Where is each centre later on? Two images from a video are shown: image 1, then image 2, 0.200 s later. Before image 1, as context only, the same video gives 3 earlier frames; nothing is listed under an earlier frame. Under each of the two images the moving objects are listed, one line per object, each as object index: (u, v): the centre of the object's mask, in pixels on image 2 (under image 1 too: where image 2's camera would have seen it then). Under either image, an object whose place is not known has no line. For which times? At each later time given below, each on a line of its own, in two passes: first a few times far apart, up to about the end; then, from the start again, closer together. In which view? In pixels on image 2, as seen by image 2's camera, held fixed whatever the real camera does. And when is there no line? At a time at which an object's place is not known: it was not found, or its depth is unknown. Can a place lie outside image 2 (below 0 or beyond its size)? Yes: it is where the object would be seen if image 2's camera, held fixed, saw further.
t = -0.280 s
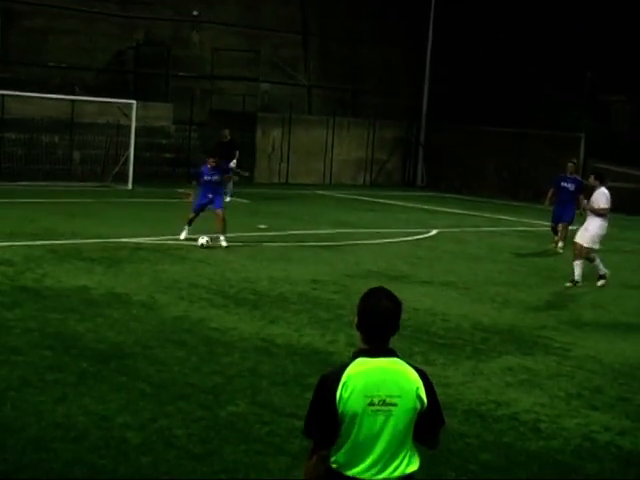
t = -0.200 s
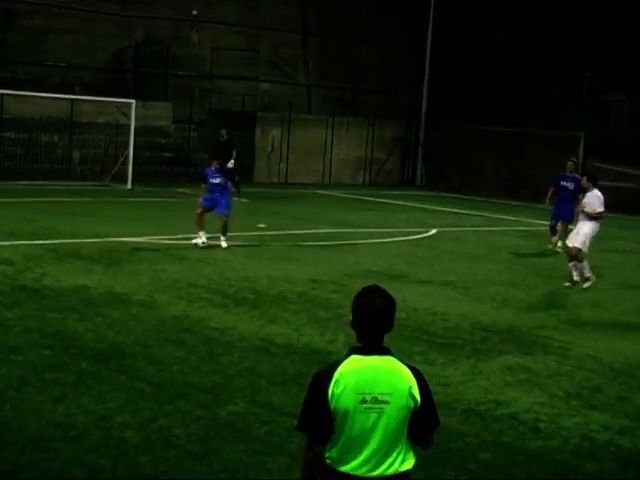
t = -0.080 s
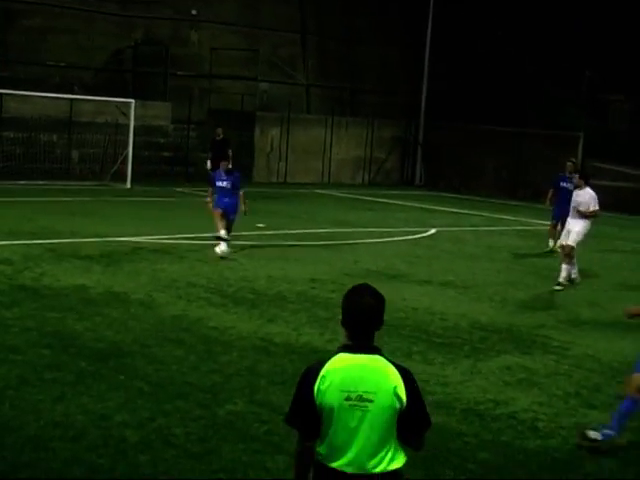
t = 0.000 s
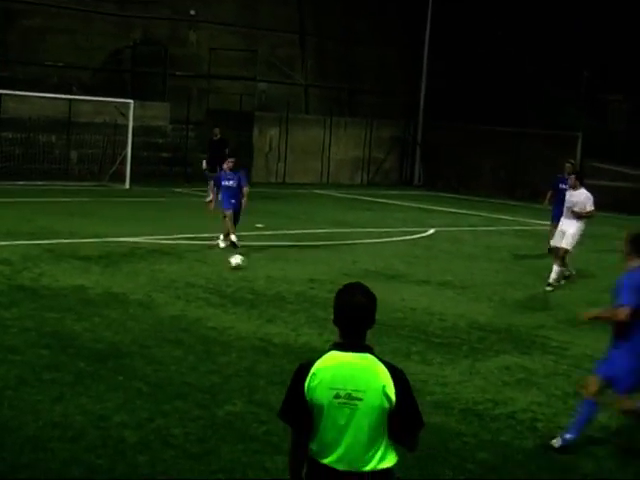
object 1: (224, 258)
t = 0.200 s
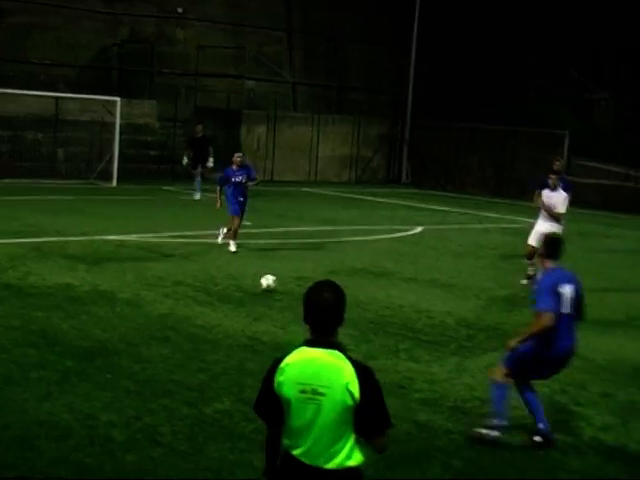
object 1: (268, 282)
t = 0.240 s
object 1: (277, 285)
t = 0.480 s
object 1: (341, 323)
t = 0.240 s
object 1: (277, 285)
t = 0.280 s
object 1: (287, 290)
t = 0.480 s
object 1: (341, 323)
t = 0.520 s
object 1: (351, 331)
